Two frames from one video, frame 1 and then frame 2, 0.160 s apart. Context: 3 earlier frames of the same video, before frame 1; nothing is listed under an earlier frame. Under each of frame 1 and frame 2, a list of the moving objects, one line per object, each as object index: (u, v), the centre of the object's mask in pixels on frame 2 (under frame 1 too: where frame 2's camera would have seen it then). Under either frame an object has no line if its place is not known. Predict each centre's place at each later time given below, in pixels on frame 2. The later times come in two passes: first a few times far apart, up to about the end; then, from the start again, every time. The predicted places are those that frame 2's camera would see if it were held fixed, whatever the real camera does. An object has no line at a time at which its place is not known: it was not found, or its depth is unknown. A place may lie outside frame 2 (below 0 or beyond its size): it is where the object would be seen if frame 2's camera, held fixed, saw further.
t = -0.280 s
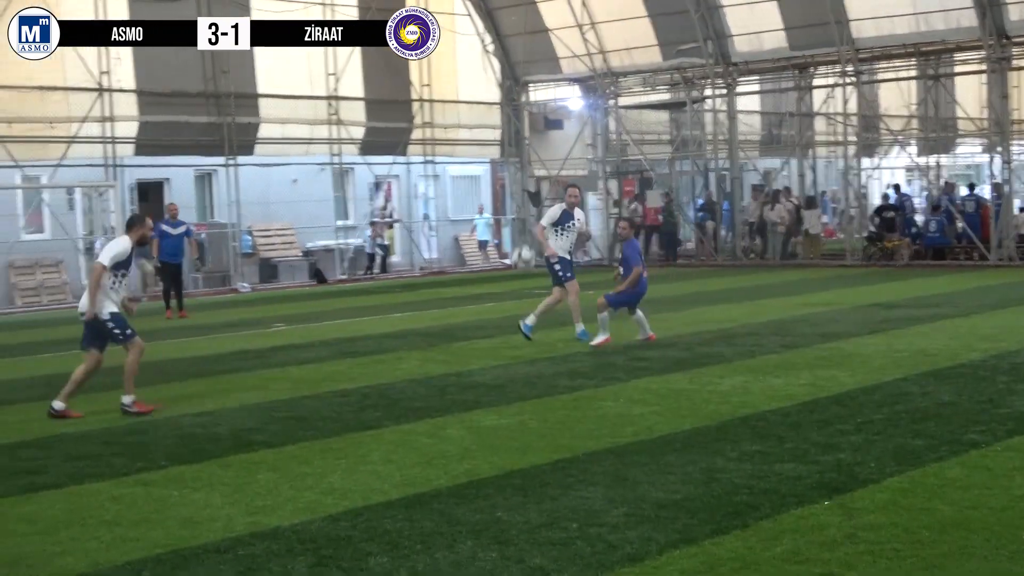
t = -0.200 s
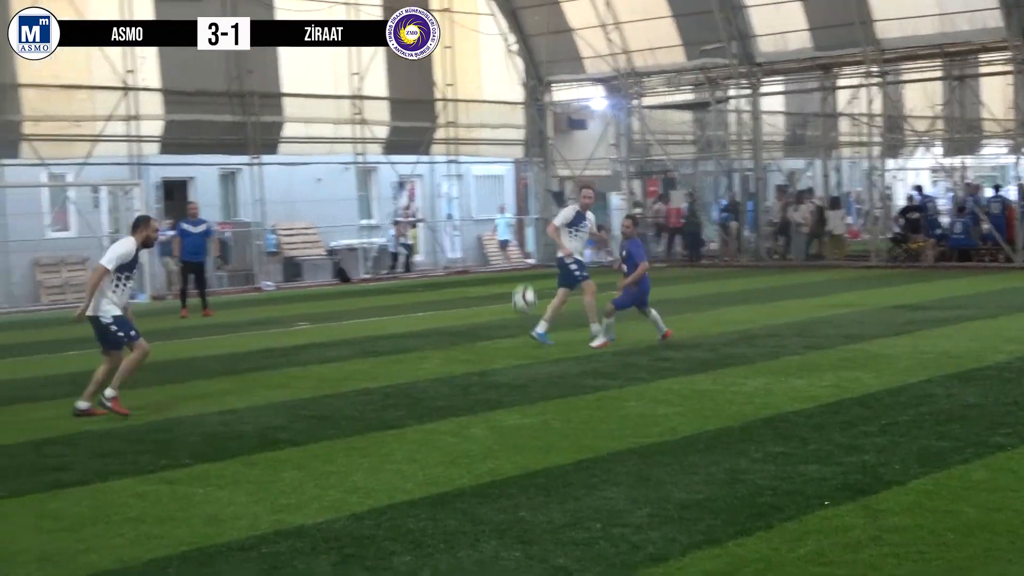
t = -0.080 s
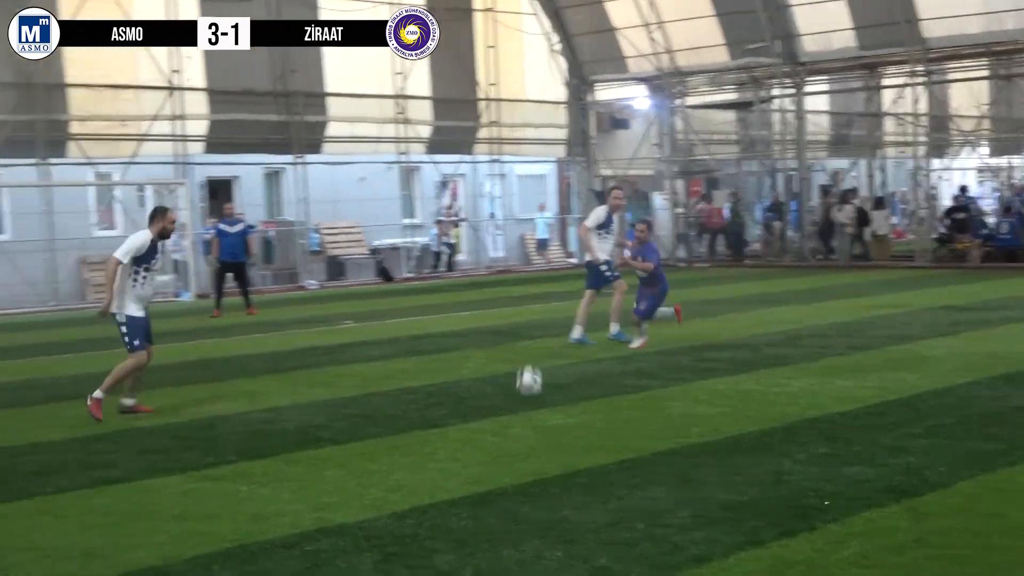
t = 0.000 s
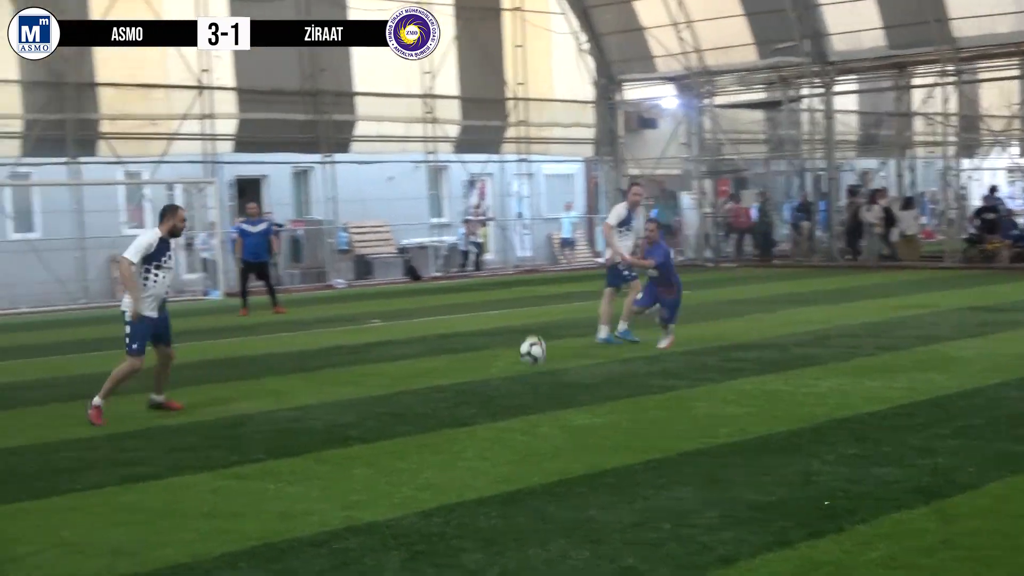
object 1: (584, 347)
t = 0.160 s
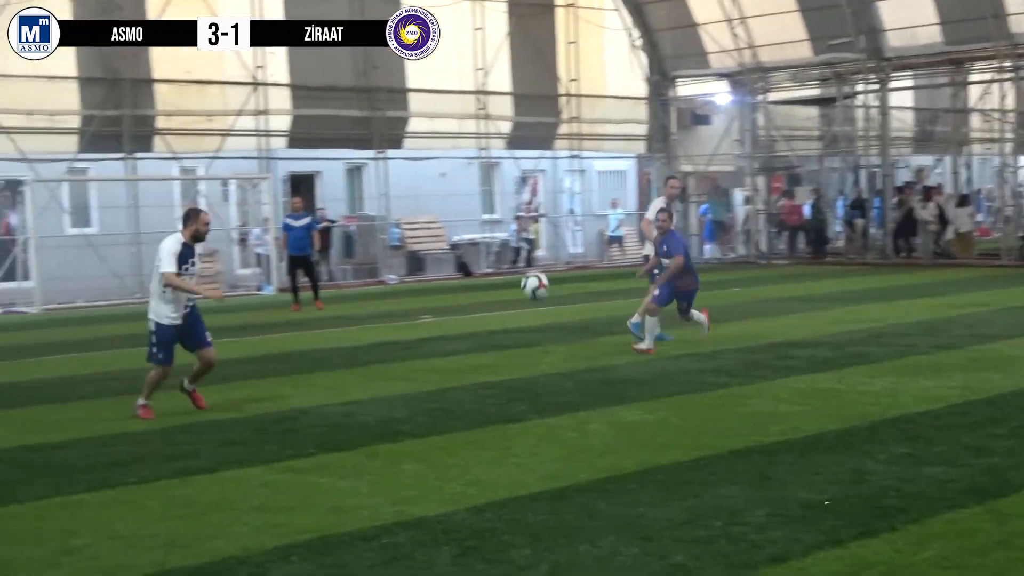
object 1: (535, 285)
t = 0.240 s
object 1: (509, 265)
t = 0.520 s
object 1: (417, 261)
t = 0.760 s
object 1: (333, 346)
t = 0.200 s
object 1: (522, 274)
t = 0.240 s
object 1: (509, 265)
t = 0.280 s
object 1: (497, 259)
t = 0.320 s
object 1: (483, 254)
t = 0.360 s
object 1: (471, 251)
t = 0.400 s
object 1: (458, 250)
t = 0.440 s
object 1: (445, 252)
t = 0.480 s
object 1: (430, 255)
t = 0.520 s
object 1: (417, 261)
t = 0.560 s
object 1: (404, 269)
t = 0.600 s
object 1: (390, 279)
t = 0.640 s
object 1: (375, 292)
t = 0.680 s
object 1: (362, 308)
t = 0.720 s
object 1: (347, 327)
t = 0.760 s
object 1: (333, 346)
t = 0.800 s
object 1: (317, 373)
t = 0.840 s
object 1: (302, 400)
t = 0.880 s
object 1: (287, 429)
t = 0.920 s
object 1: (268, 436)
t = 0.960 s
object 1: (251, 422)
